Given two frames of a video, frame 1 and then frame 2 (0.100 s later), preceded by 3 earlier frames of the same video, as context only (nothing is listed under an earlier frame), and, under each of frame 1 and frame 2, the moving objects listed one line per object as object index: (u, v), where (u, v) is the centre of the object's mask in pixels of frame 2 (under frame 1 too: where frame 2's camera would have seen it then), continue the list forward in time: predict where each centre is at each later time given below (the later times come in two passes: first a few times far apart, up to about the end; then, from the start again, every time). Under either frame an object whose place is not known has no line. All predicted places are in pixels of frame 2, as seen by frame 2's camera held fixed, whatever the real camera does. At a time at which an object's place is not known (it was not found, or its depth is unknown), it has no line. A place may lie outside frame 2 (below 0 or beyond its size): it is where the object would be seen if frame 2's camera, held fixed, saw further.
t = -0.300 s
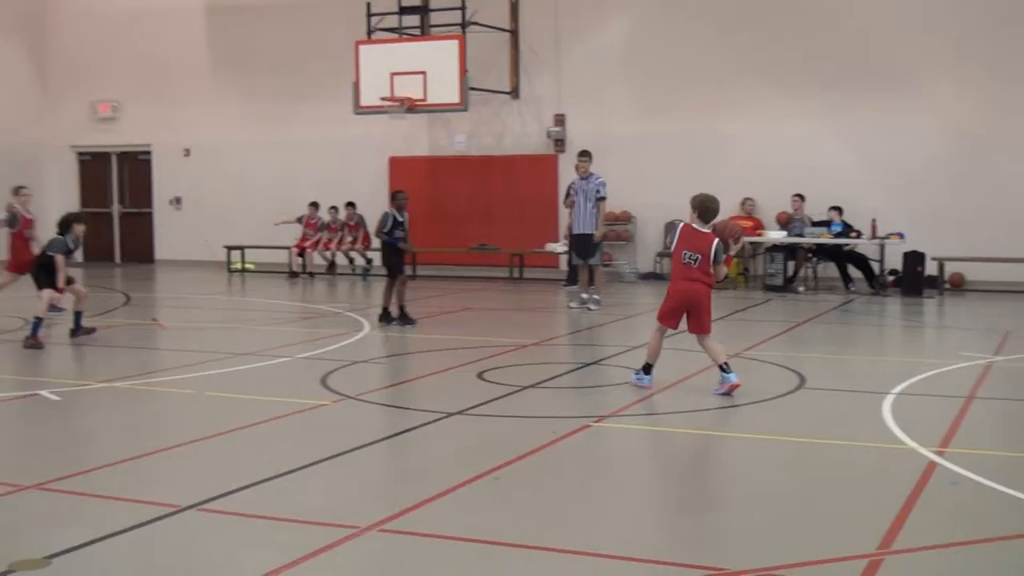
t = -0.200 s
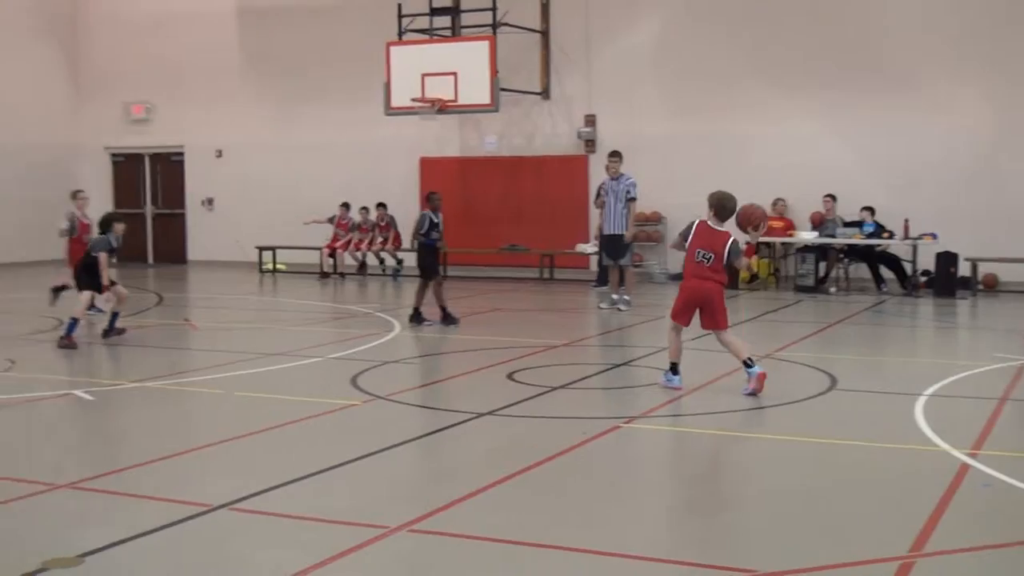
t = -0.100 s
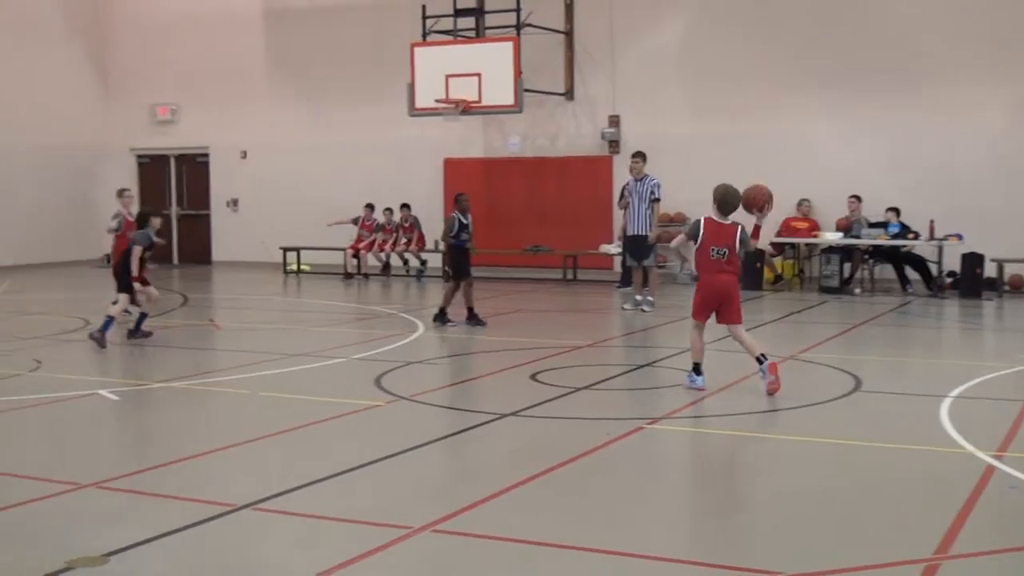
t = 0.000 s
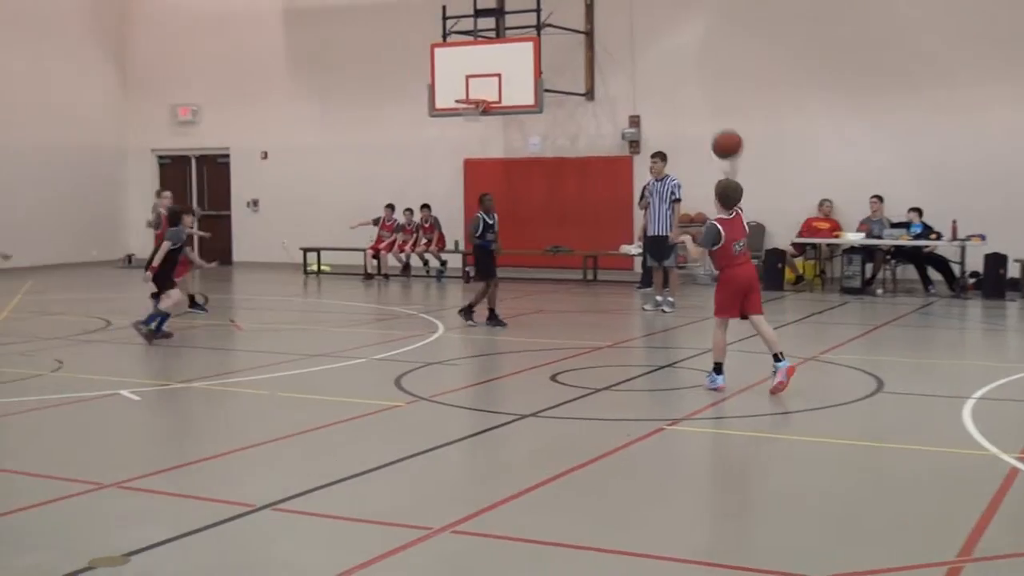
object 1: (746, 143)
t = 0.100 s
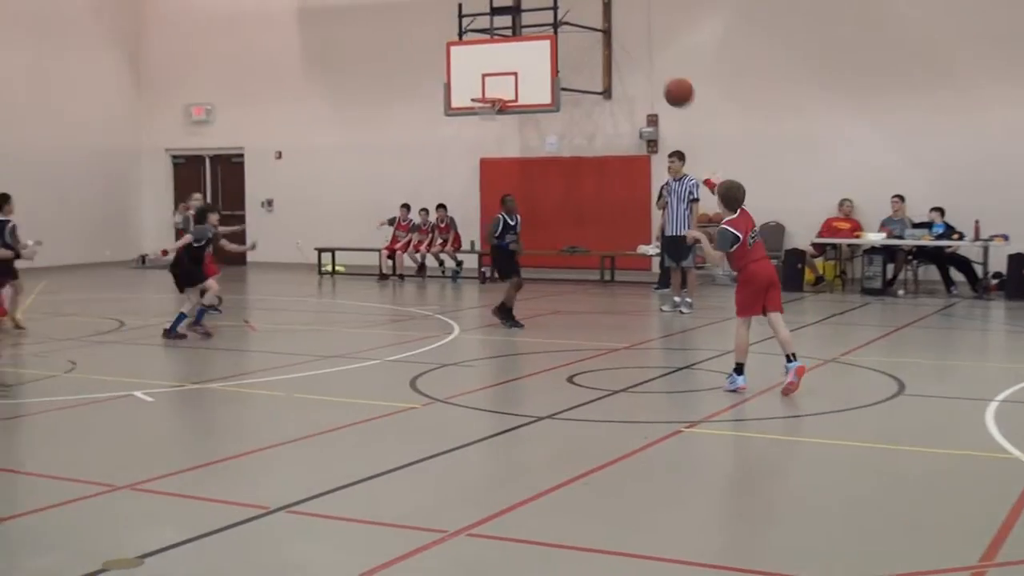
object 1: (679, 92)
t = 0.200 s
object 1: (619, 57)
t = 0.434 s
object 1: (498, 28)
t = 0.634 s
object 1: (418, 50)
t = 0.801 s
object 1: (363, 94)
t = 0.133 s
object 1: (658, 79)
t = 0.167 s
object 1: (637, 67)
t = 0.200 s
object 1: (619, 57)
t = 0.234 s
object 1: (599, 49)
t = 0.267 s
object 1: (580, 42)
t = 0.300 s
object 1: (563, 36)
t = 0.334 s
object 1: (545, 32)
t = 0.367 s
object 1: (529, 29)
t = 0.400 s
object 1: (513, 28)
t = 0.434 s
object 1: (498, 28)
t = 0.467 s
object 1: (483, 29)
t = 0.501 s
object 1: (468, 31)
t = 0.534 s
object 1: (455, 34)
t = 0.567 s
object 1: (442, 38)
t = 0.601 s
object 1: (430, 44)
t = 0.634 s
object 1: (418, 50)
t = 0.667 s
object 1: (406, 57)
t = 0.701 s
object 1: (395, 65)
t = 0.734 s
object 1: (384, 74)
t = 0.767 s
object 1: (373, 84)
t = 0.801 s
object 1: (363, 94)
